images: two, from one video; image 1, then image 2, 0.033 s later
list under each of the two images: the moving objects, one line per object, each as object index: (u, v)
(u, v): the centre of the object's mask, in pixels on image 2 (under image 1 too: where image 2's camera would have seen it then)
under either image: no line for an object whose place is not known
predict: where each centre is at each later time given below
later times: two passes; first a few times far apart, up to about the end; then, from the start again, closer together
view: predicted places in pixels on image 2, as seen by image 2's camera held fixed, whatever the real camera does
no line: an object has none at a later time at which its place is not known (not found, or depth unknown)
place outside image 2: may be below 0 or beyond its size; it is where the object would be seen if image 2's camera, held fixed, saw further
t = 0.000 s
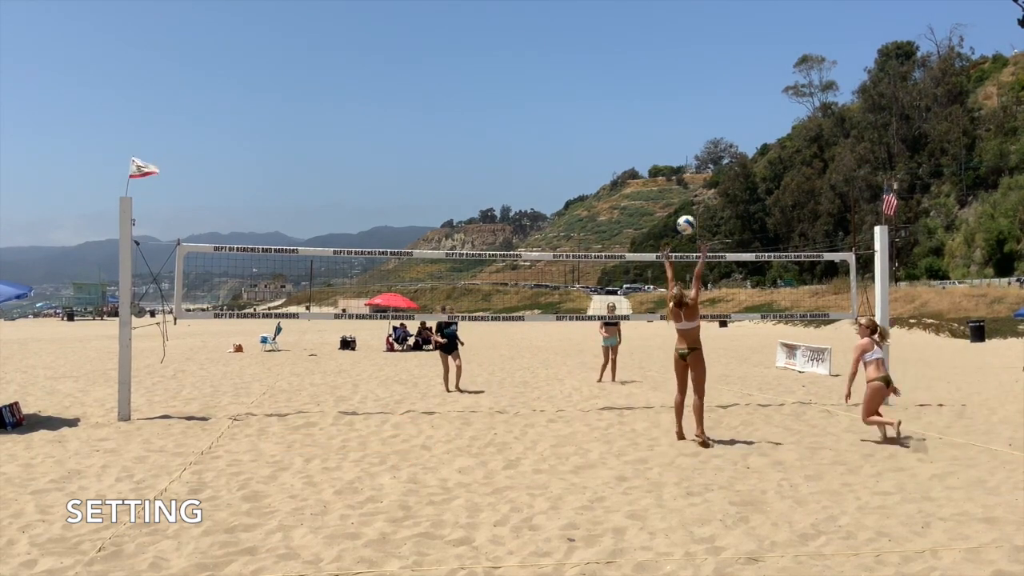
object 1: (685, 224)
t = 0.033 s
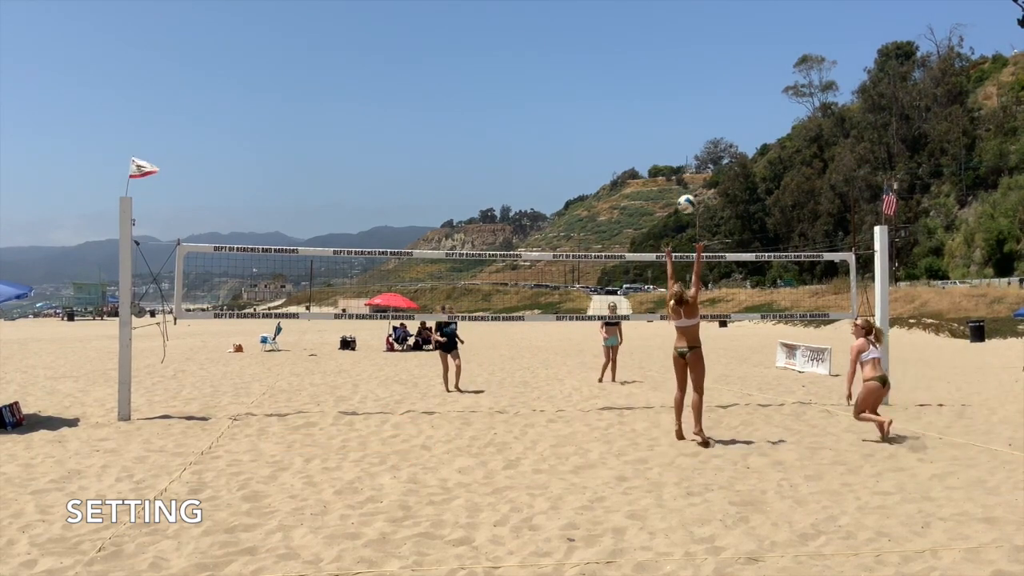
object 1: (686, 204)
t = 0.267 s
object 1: (691, 91)
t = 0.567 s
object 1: (698, 21)
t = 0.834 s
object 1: (706, 22)
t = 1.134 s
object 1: (719, 87)
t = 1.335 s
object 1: (730, 163)
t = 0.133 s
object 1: (688, 148)
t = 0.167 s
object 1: (689, 132)
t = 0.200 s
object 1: (690, 117)
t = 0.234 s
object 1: (690, 104)
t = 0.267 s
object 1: (691, 91)
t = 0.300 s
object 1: (692, 79)
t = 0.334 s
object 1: (692, 68)
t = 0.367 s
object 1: (693, 59)
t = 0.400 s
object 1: (694, 50)
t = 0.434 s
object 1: (695, 42)
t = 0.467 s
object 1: (695, 36)
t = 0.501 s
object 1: (696, 30)
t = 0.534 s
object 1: (697, 25)
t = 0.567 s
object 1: (698, 21)
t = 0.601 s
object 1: (699, 18)
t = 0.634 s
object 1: (700, 16)
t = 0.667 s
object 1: (701, 15)
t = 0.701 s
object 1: (702, 15)
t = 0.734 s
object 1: (703, 15)
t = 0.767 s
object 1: (704, 17)
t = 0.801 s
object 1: (705, 19)
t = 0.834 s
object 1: (706, 22)
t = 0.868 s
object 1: (707, 26)
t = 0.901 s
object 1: (708, 31)
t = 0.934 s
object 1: (710, 36)
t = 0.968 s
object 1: (711, 43)
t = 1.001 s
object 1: (713, 50)
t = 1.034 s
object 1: (714, 58)
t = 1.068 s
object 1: (715, 67)
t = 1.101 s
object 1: (717, 76)
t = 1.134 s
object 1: (719, 87)
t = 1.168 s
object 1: (720, 98)
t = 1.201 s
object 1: (722, 109)
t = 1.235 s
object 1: (724, 122)
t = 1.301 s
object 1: (728, 149)
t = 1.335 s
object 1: (730, 163)
